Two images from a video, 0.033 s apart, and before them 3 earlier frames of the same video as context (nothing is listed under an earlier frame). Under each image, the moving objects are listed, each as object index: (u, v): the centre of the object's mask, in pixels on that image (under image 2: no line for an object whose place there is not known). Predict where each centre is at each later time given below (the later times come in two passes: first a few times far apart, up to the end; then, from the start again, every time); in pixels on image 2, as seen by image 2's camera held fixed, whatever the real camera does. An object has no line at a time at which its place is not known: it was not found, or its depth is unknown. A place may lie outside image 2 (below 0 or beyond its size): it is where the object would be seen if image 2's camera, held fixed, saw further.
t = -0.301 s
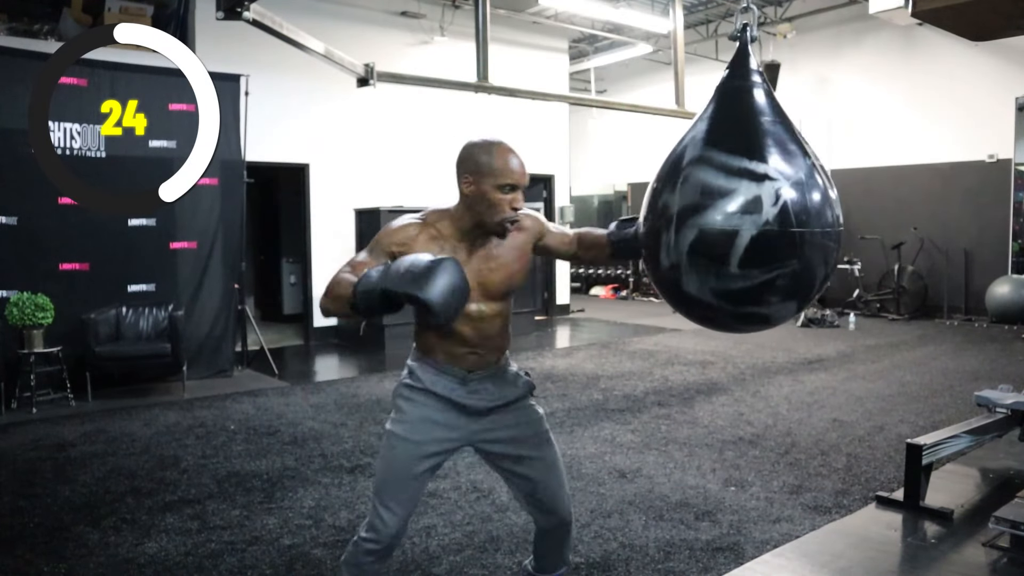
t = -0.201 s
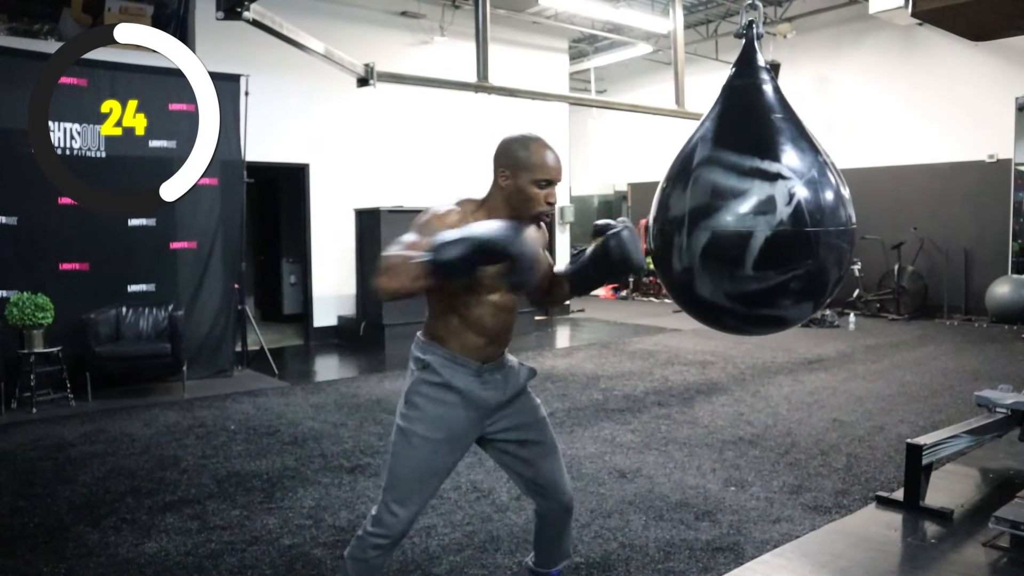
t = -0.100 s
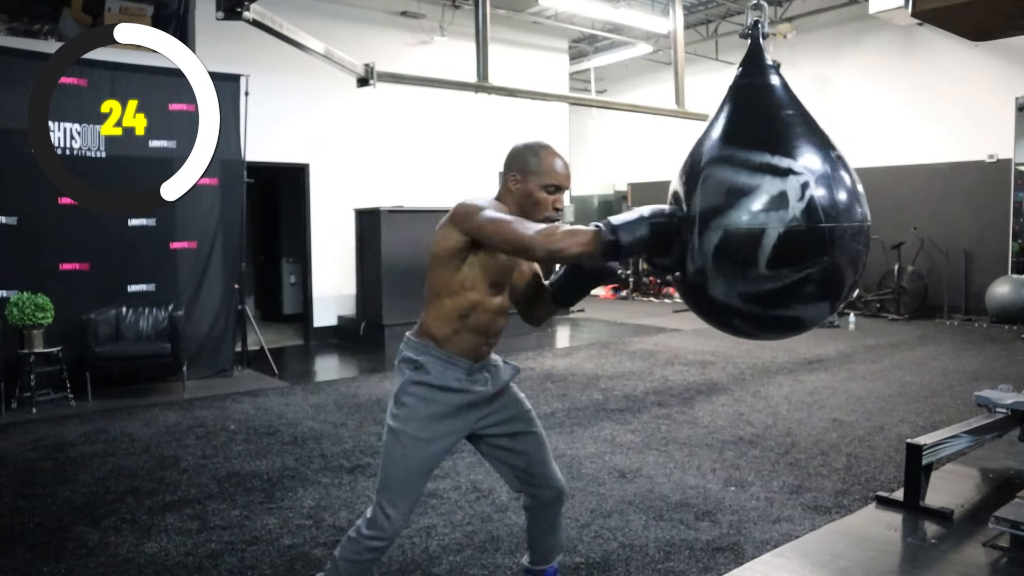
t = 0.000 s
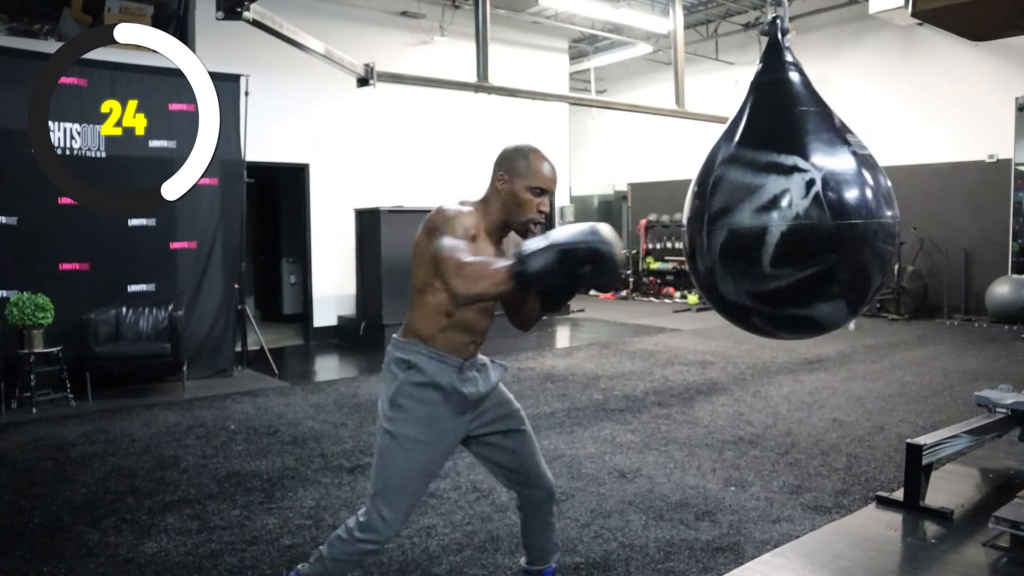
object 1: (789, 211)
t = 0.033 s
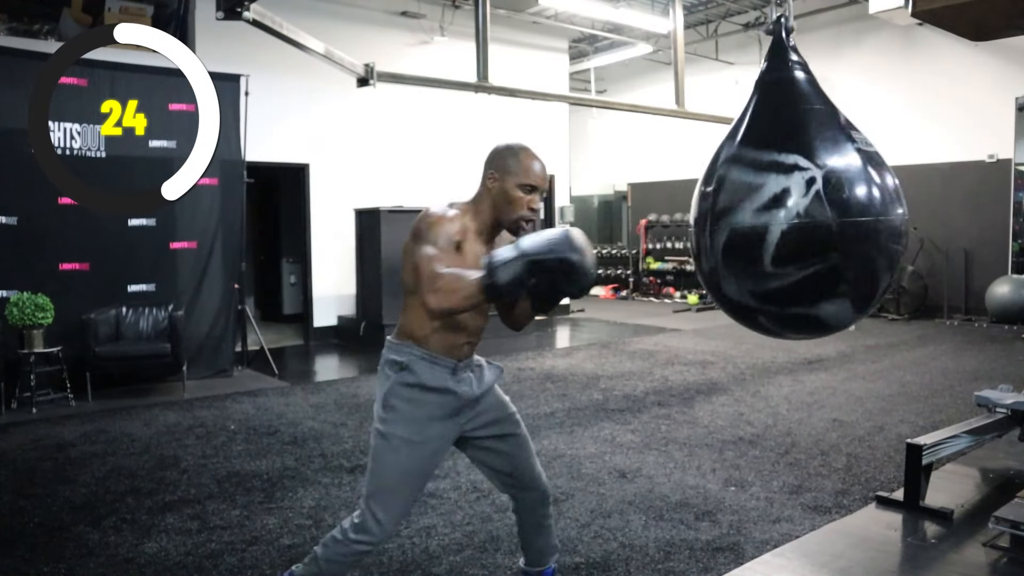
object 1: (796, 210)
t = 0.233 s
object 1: (833, 204)
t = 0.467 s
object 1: (846, 201)
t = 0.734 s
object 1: (815, 209)
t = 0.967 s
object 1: (764, 213)
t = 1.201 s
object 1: (713, 210)
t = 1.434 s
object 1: (684, 204)
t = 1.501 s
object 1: (682, 203)
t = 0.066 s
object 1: (803, 209)
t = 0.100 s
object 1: (810, 208)
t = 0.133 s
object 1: (816, 206)
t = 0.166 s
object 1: (822, 205)
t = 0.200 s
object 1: (828, 204)
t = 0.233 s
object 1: (833, 204)
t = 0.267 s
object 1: (837, 203)
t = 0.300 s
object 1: (840, 202)
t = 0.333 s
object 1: (843, 202)
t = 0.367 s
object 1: (845, 201)
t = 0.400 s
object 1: (847, 201)
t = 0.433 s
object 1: (847, 201)
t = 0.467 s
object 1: (846, 201)
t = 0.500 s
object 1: (845, 202)
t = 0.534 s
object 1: (843, 203)
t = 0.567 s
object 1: (840, 203)
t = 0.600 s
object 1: (837, 204)
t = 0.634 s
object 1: (833, 205)
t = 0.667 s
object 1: (827, 207)
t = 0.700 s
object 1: (821, 208)
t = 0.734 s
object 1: (815, 209)
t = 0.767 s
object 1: (809, 210)
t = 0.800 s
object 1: (802, 211)
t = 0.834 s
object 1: (794, 212)
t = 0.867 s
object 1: (787, 213)
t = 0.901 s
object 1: (779, 213)
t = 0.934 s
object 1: (772, 213)
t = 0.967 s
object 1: (764, 213)
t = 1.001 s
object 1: (756, 213)
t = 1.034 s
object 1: (748, 213)
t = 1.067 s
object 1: (740, 213)
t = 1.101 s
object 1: (733, 212)
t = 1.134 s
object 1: (726, 211)
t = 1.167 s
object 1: (719, 210)
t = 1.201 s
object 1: (713, 210)
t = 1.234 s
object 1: (707, 209)
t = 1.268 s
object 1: (702, 208)
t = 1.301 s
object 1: (698, 207)
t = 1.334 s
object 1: (693, 206)
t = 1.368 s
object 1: (690, 205)
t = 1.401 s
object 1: (687, 204)
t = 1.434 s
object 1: (684, 204)
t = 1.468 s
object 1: (683, 203)
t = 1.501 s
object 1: (682, 203)
